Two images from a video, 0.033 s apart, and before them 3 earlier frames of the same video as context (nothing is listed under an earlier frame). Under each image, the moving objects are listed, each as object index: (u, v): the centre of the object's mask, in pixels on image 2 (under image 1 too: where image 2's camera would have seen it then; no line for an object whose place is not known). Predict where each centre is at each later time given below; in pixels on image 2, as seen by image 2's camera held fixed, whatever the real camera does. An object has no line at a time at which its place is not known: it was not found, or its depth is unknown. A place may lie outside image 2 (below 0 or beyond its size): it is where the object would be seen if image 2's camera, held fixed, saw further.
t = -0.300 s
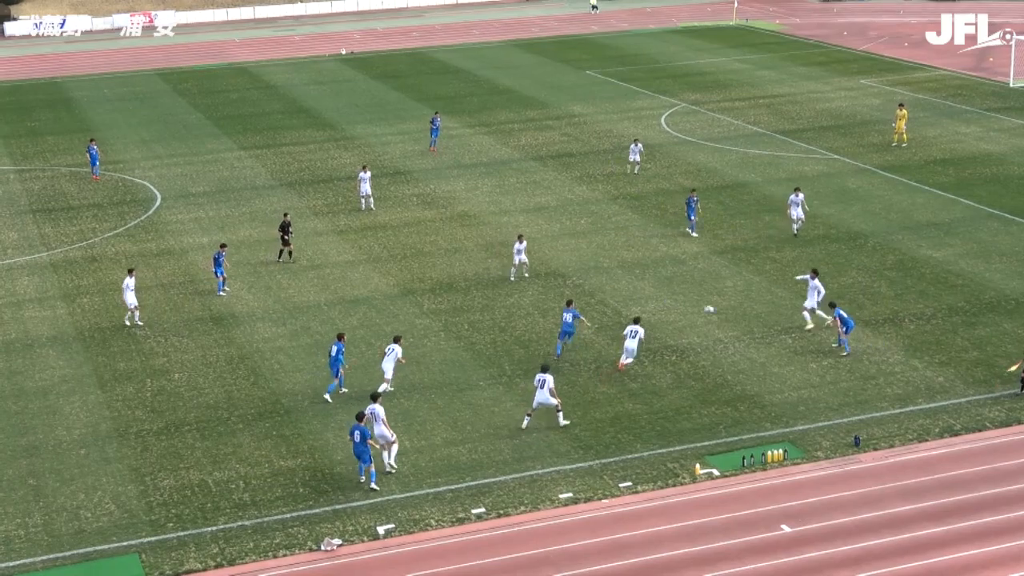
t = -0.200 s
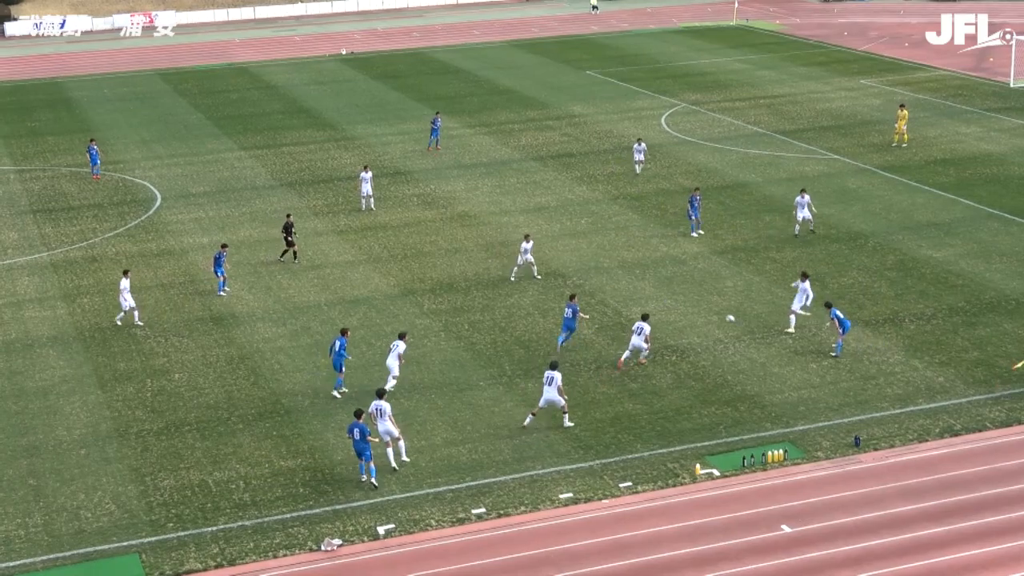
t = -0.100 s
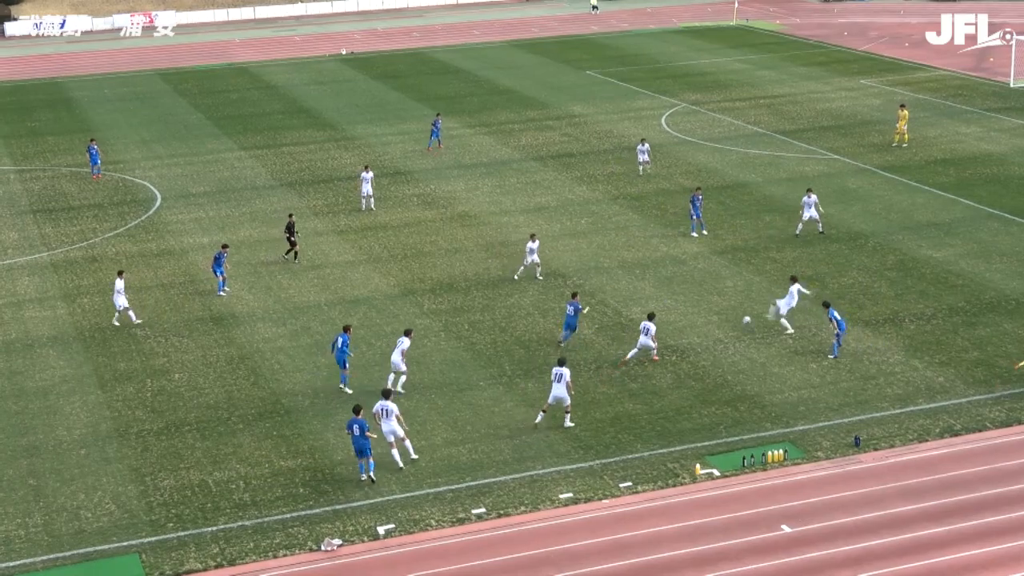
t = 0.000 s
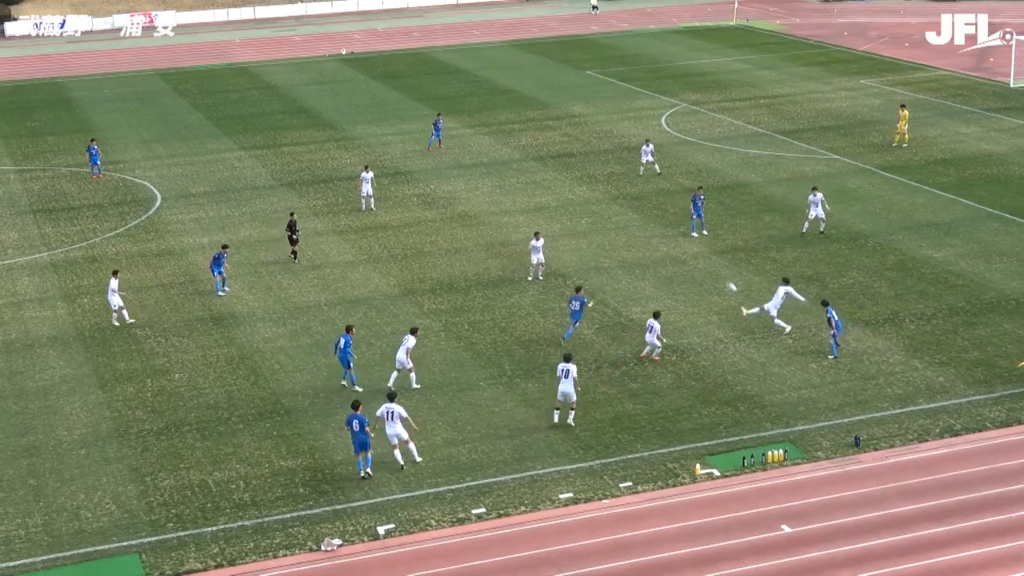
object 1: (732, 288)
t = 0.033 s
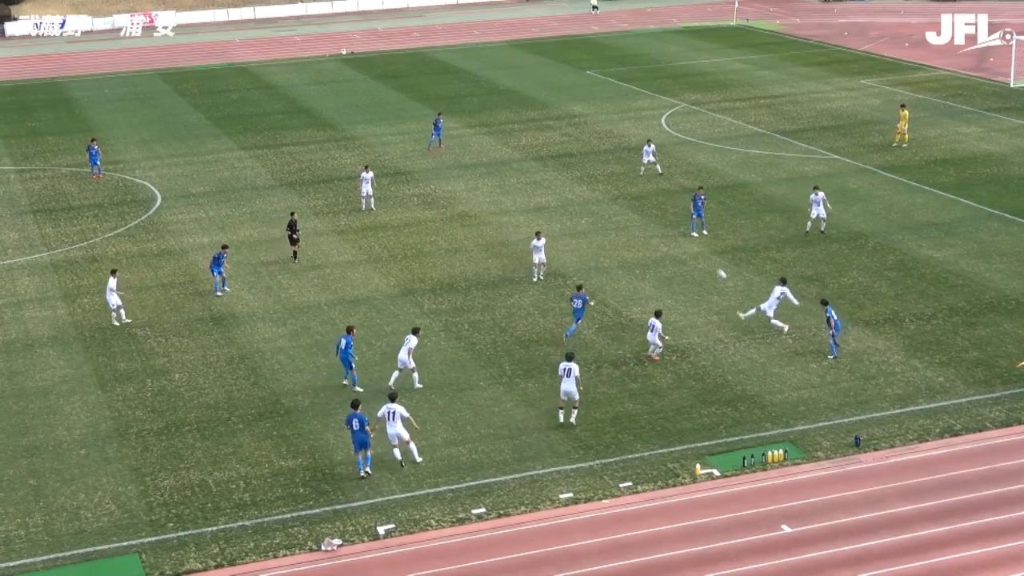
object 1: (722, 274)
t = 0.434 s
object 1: (603, 138)
